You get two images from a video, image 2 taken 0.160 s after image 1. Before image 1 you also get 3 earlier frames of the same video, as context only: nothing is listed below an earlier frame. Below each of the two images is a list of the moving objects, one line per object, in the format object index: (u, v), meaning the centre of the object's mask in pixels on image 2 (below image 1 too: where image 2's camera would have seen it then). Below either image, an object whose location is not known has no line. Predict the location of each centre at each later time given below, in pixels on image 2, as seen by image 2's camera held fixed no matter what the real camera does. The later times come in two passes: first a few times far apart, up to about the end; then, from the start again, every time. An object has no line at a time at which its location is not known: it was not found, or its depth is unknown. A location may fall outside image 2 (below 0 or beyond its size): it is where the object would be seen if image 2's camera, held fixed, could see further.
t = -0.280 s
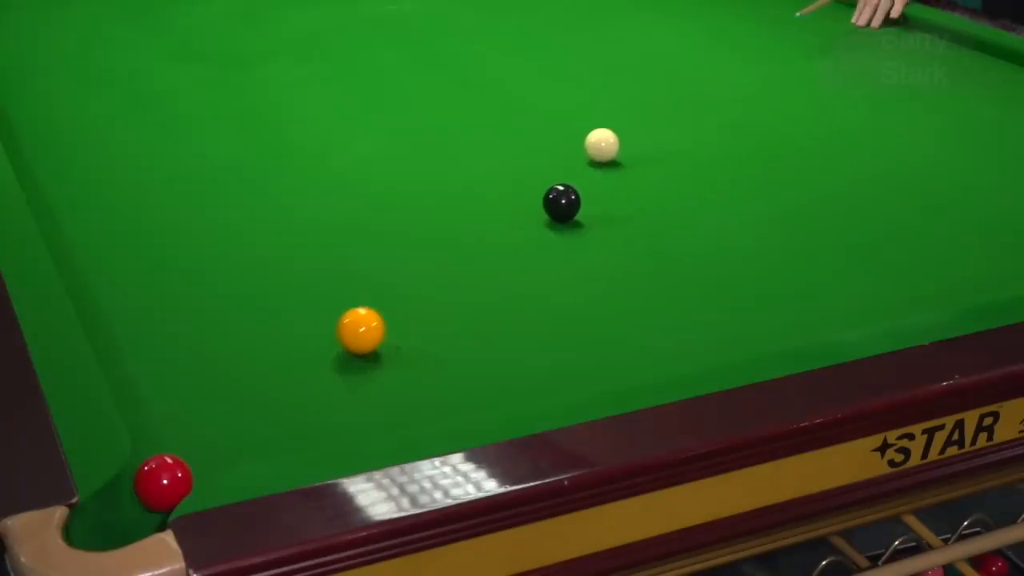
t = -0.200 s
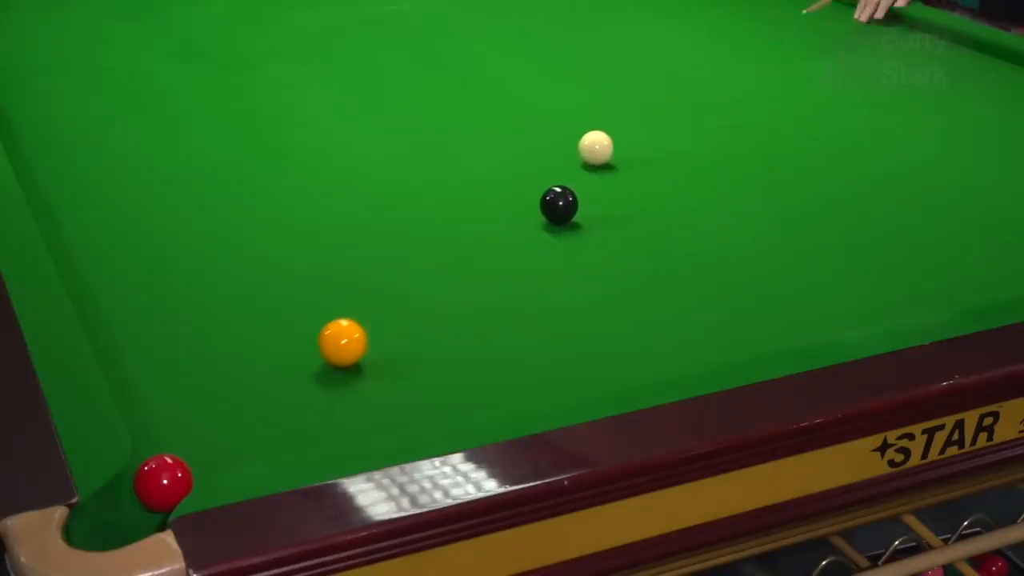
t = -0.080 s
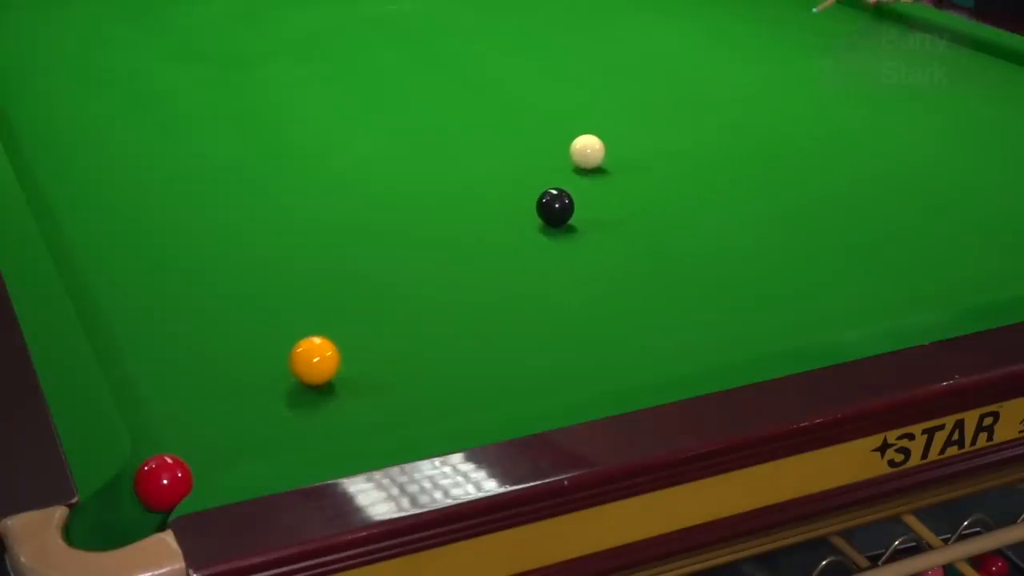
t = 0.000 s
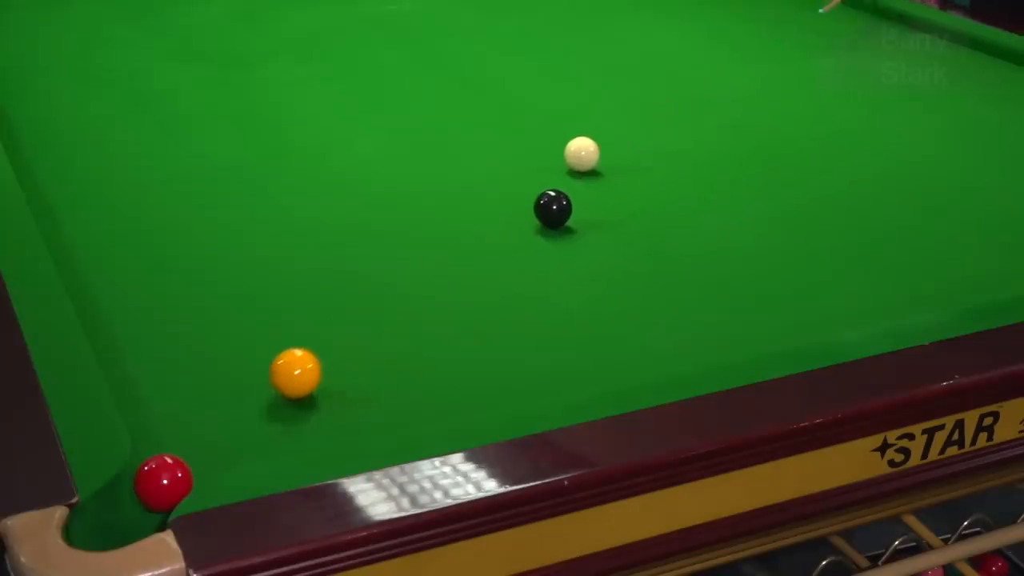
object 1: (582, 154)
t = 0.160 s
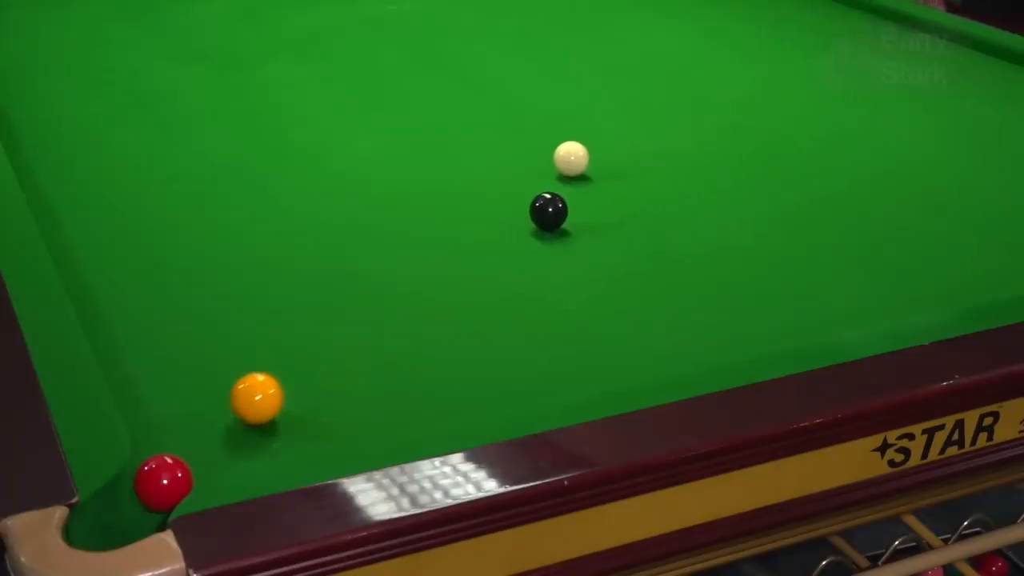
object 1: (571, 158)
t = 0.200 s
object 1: (568, 159)
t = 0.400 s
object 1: (556, 165)
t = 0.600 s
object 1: (545, 169)
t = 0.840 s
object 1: (533, 174)
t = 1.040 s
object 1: (524, 178)
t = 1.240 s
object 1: (516, 180)
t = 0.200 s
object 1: (568, 159)
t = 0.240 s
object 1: (566, 161)
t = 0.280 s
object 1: (563, 162)
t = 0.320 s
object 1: (561, 163)
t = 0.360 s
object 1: (558, 164)
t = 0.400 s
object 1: (556, 165)
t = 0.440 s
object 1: (554, 166)
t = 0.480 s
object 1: (551, 167)
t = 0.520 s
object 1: (549, 168)
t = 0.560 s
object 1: (547, 169)
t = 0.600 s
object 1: (545, 169)
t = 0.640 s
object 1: (543, 170)
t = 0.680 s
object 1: (541, 171)
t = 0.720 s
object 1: (539, 172)
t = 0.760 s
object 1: (536, 173)
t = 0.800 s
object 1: (535, 173)
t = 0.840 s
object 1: (533, 174)
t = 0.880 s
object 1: (531, 175)
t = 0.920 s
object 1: (529, 176)
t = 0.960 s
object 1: (527, 176)
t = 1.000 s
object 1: (525, 177)
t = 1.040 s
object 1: (524, 178)
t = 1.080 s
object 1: (522, 178)
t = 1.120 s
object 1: (520, 179)
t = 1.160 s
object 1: (519, 179)
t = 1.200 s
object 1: (518, 180)
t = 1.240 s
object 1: (516, 180)
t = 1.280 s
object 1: (514, 181)
